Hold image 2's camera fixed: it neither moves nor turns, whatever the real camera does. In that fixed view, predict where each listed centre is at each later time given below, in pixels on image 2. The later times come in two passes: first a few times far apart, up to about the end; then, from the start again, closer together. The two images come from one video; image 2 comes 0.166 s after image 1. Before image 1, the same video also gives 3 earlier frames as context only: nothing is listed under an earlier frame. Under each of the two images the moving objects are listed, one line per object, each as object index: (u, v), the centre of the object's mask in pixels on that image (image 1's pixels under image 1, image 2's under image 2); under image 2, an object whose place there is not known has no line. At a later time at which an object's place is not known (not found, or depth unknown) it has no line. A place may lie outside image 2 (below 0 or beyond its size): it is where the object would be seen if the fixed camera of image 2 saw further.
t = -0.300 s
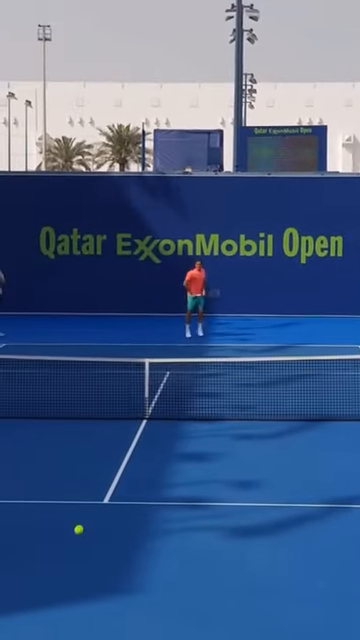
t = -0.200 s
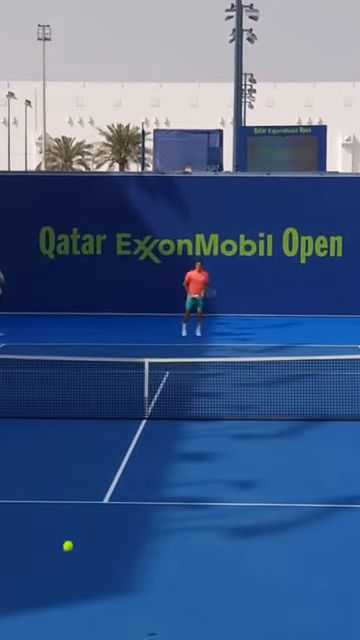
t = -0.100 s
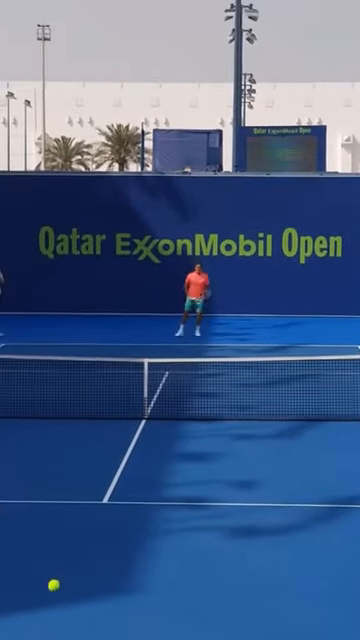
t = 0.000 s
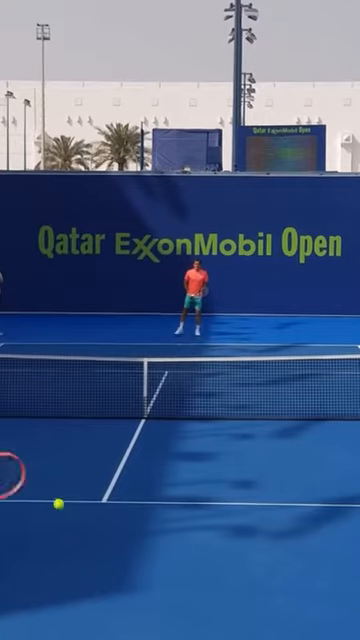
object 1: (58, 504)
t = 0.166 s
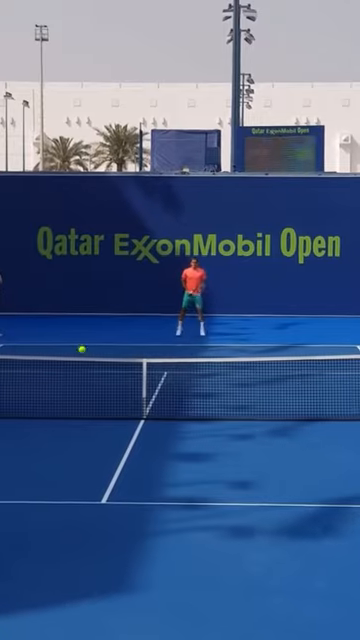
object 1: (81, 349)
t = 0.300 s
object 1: (92, 306)
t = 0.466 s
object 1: (101, 292)
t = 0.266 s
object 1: (90, 313)
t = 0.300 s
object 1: (92, 306)
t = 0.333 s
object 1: (94, 300)
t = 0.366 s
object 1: (96, 296)
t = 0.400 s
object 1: (98, 293)
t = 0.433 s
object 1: (100, 292)
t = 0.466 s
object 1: (101, 292)
